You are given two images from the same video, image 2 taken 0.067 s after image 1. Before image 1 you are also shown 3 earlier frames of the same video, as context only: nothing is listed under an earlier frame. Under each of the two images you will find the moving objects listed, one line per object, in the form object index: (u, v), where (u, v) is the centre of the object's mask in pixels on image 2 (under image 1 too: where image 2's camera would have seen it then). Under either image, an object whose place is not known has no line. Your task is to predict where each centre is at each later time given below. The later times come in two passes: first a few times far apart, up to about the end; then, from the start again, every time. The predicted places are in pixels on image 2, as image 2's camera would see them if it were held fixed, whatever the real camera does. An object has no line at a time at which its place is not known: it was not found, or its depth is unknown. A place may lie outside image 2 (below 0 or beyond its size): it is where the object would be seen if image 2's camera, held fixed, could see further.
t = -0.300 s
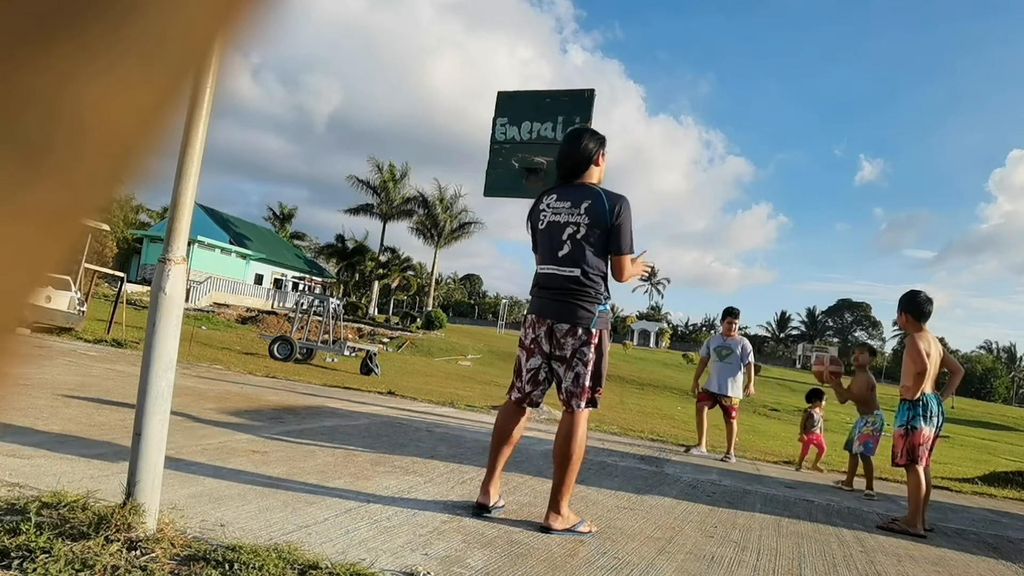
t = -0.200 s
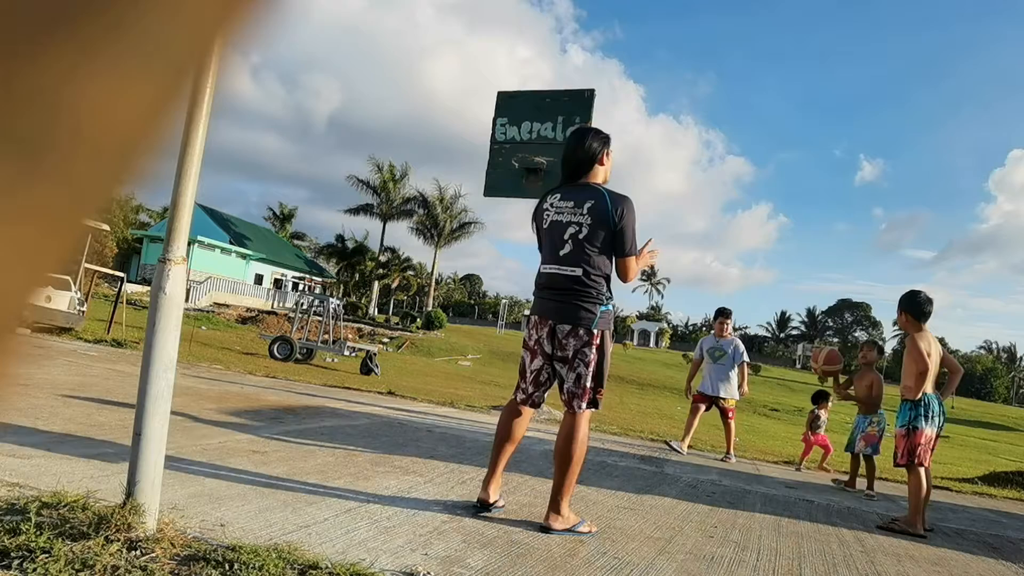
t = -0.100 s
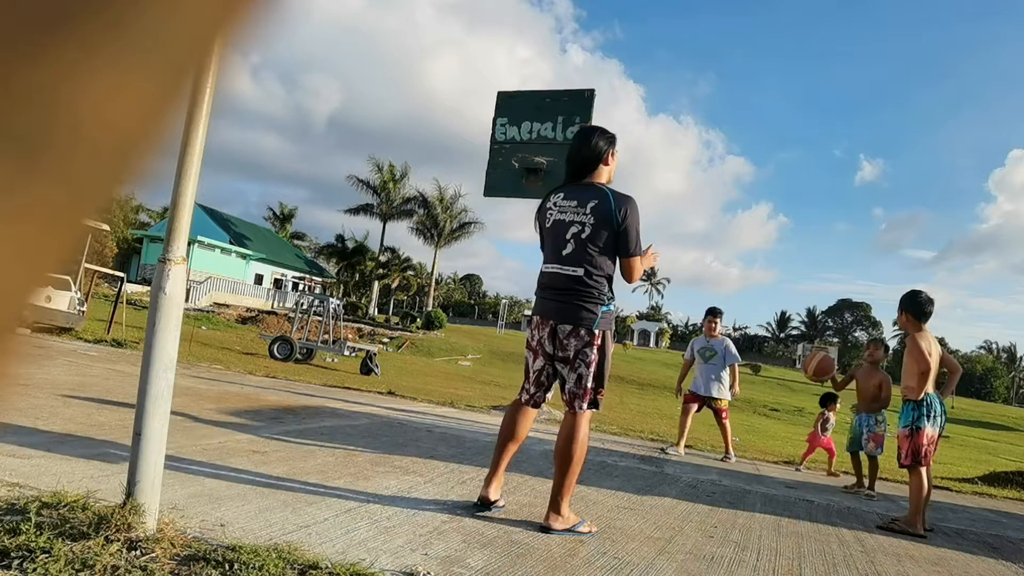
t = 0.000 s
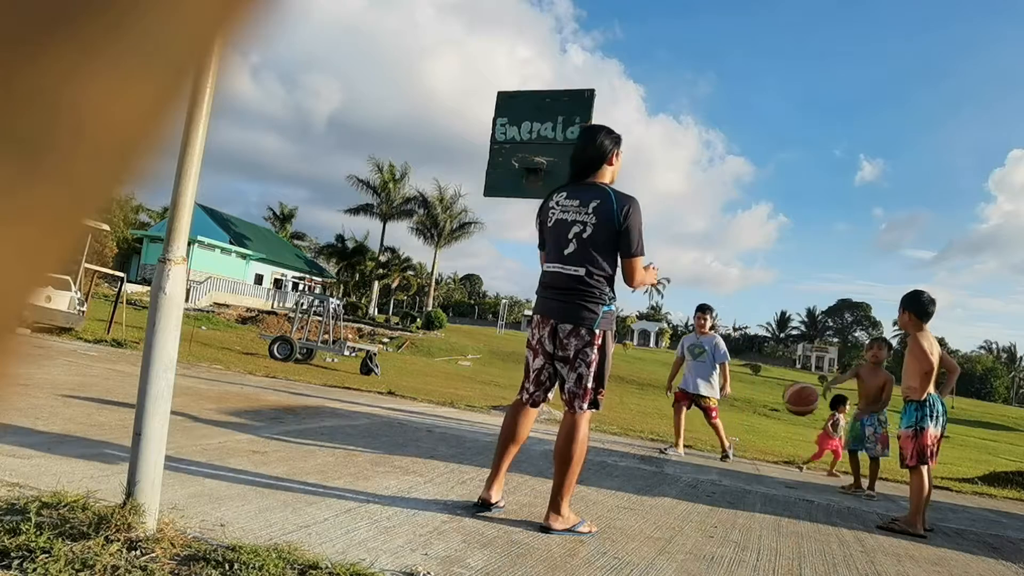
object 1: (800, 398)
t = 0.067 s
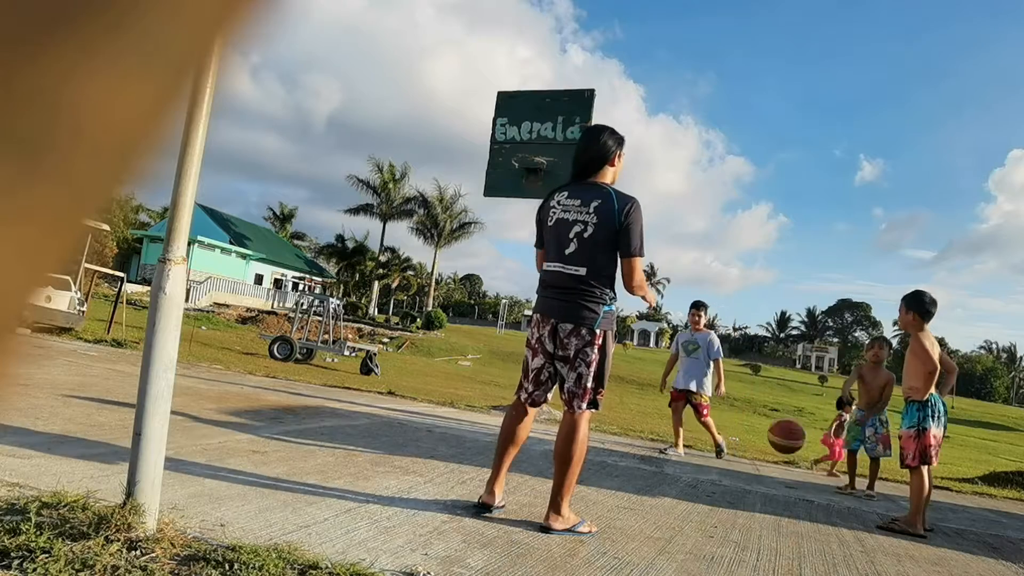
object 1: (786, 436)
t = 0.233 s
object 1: (772, 426)
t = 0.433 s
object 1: (773, 348)
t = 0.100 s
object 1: (778, 459)
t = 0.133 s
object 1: (770, 482)
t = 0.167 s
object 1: (771, 463)
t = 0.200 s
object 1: (772, 444)
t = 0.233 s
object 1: (772, 426)
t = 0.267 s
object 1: (773, 409)
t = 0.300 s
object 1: (774, 395)
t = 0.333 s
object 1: (774, 381)
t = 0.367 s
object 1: (774, 368)
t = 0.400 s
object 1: (774, 357)
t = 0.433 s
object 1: (773, 348)
